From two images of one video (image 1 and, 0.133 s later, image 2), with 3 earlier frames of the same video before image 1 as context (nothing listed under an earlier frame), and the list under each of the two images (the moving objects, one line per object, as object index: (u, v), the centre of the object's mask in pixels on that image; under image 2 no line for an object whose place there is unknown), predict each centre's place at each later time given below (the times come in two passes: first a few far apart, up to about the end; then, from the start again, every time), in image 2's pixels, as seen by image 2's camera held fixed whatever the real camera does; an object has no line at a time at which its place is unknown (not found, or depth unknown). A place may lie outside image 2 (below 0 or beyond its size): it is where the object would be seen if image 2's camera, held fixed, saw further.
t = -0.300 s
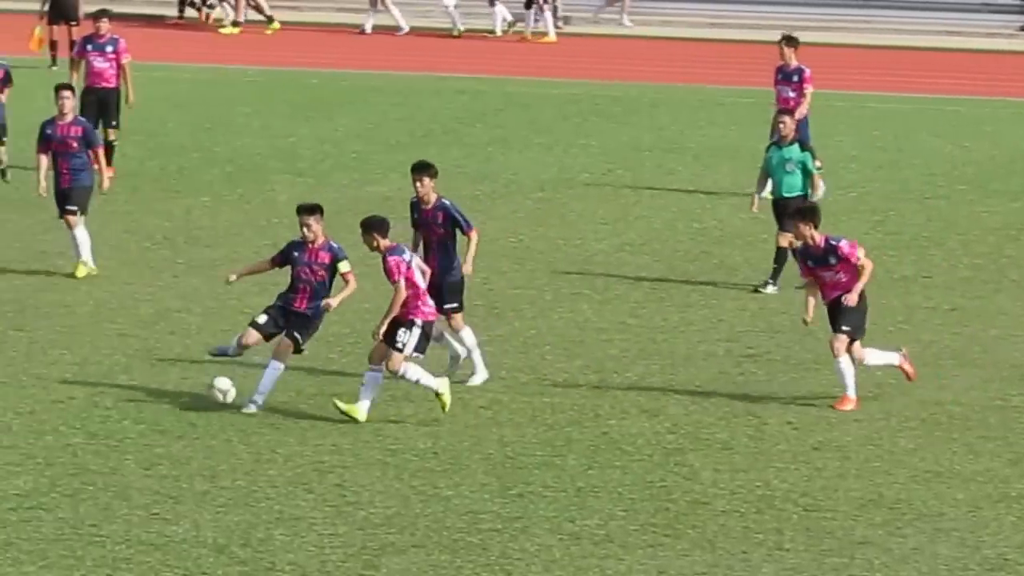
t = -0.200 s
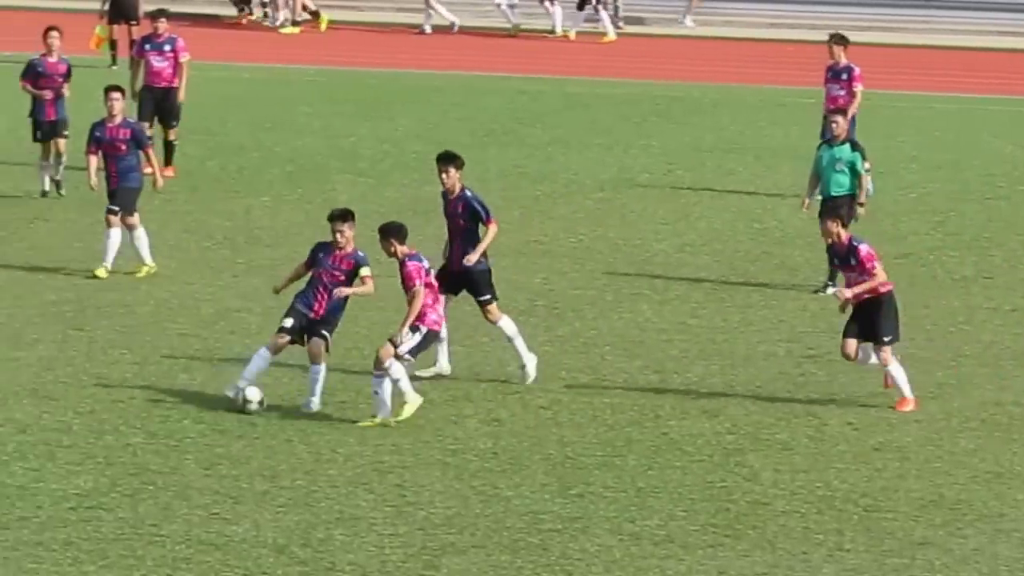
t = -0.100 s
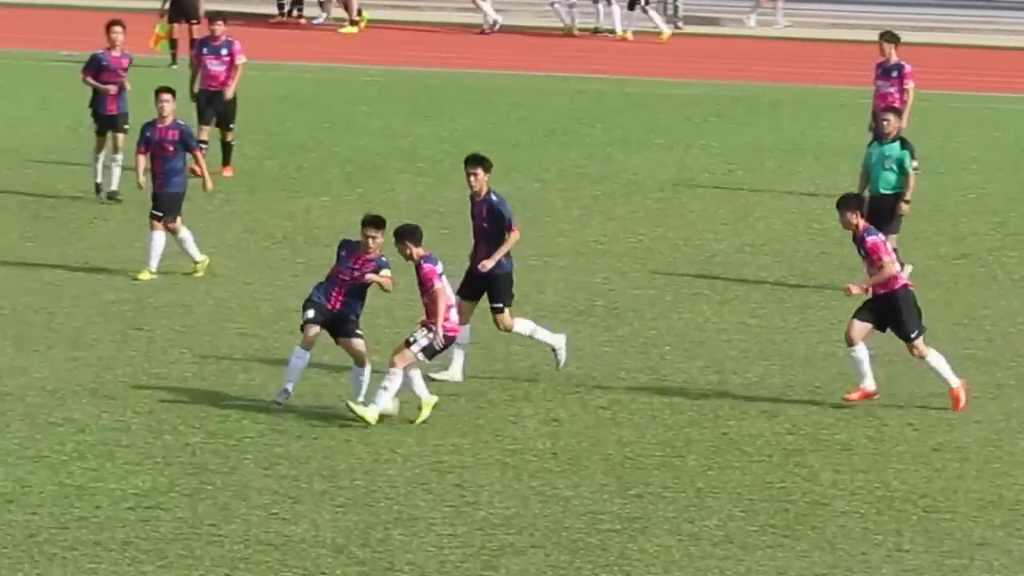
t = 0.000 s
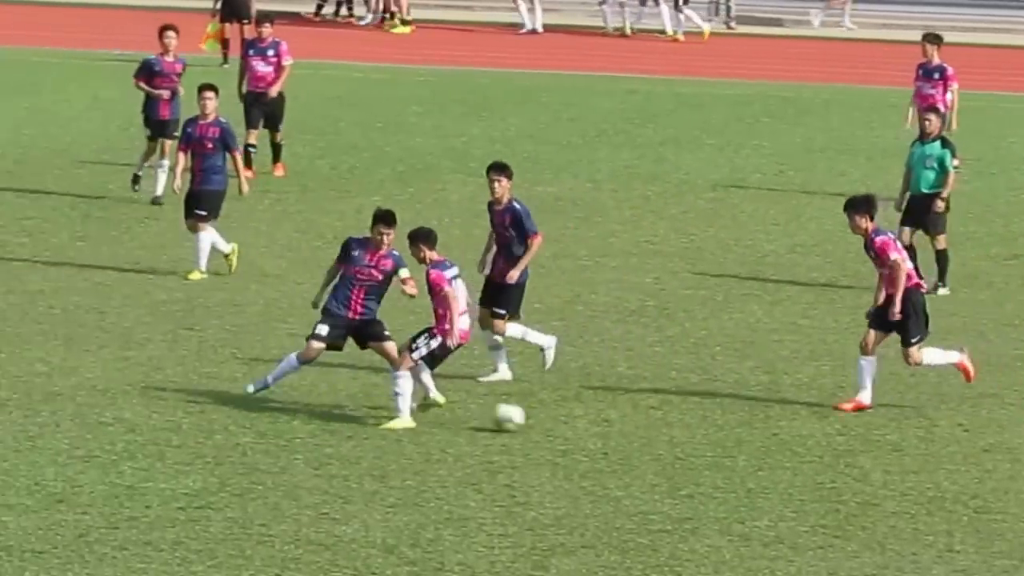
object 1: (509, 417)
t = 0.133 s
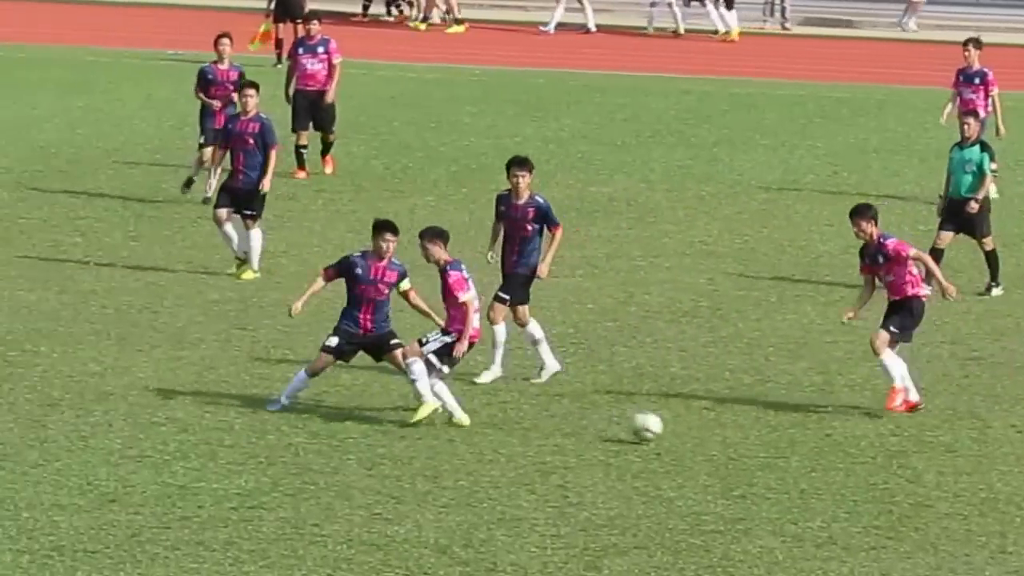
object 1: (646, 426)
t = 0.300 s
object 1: (737, 442)
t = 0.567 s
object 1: (855, 461)
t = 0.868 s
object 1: (987, 479)
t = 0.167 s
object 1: (667, 431)
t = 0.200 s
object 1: (687, 436)
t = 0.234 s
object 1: (706, 440)
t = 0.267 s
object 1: (722, 440)
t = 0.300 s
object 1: (737, 442)
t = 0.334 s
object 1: (752, 445)
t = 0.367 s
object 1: (768, 449)
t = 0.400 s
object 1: (783, 450)
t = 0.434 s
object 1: (798, 449)
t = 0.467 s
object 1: (811, 450)
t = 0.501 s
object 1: (826, 452)
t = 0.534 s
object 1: (840, 457)
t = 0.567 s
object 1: (855, 461)
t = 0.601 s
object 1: (868, 462)
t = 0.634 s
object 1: (883, 462)
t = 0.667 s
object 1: (897, 463)
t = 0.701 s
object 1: (912, 465)
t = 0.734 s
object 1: (926, 468)
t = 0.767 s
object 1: (941, 475)
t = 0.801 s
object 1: (956, 478)
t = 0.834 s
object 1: (971, 479)
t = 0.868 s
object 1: (987, 479)
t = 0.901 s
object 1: (1003, 482)
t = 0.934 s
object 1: (1018, 487)
